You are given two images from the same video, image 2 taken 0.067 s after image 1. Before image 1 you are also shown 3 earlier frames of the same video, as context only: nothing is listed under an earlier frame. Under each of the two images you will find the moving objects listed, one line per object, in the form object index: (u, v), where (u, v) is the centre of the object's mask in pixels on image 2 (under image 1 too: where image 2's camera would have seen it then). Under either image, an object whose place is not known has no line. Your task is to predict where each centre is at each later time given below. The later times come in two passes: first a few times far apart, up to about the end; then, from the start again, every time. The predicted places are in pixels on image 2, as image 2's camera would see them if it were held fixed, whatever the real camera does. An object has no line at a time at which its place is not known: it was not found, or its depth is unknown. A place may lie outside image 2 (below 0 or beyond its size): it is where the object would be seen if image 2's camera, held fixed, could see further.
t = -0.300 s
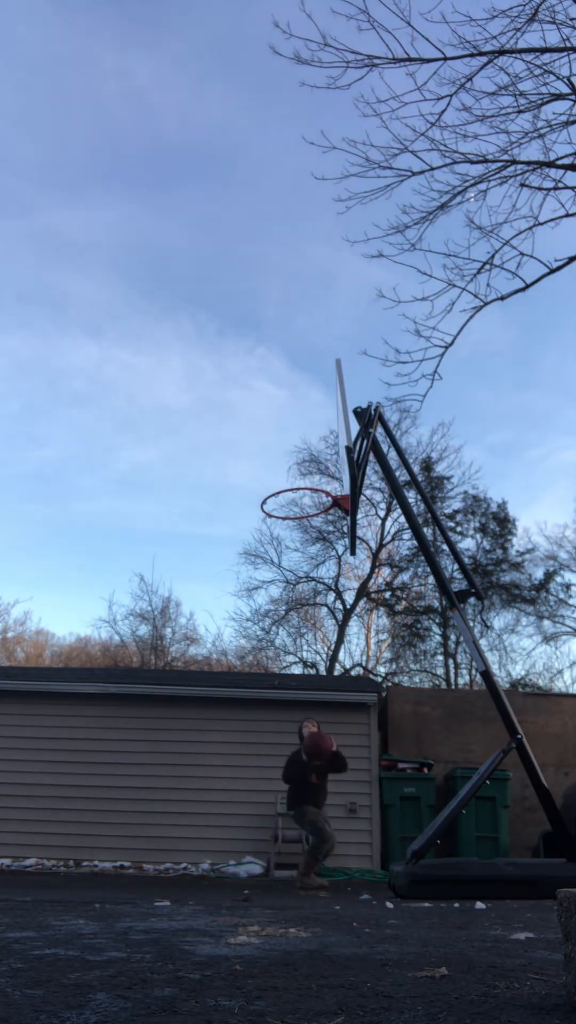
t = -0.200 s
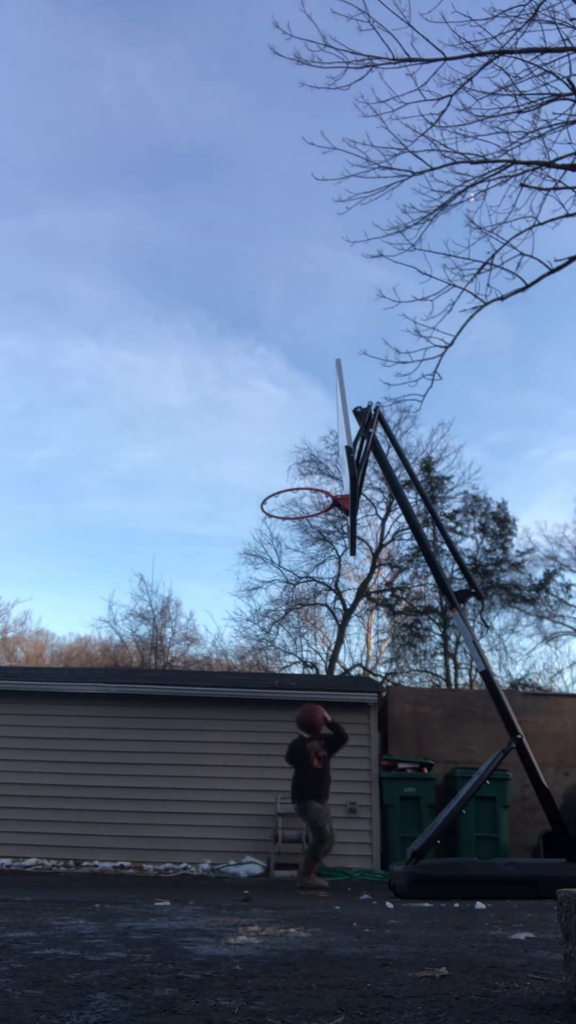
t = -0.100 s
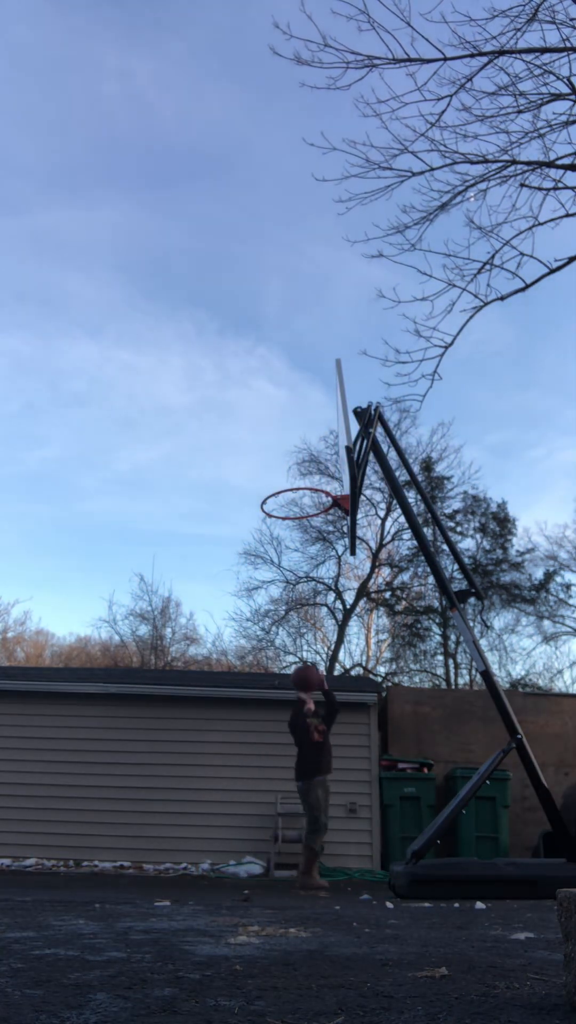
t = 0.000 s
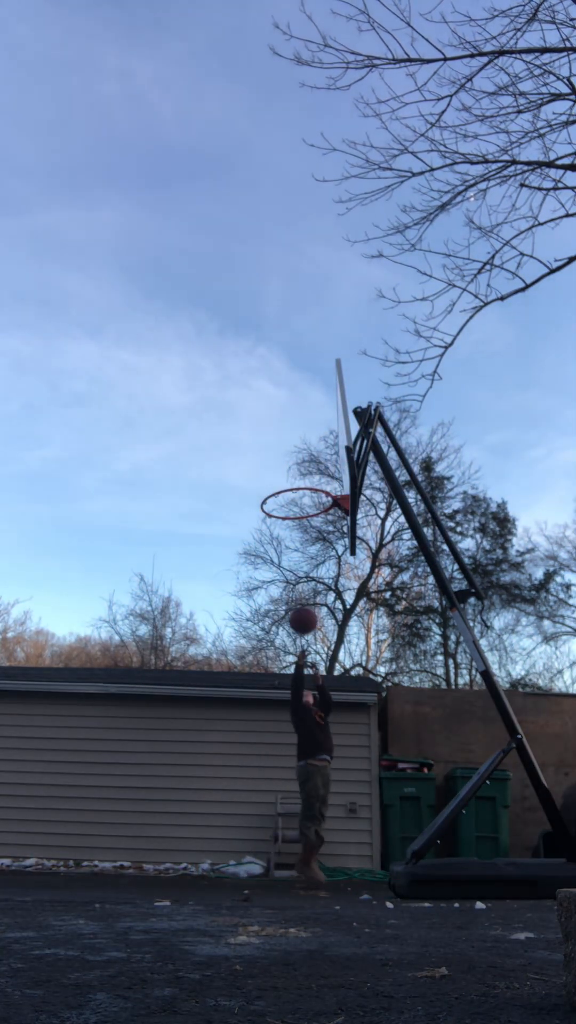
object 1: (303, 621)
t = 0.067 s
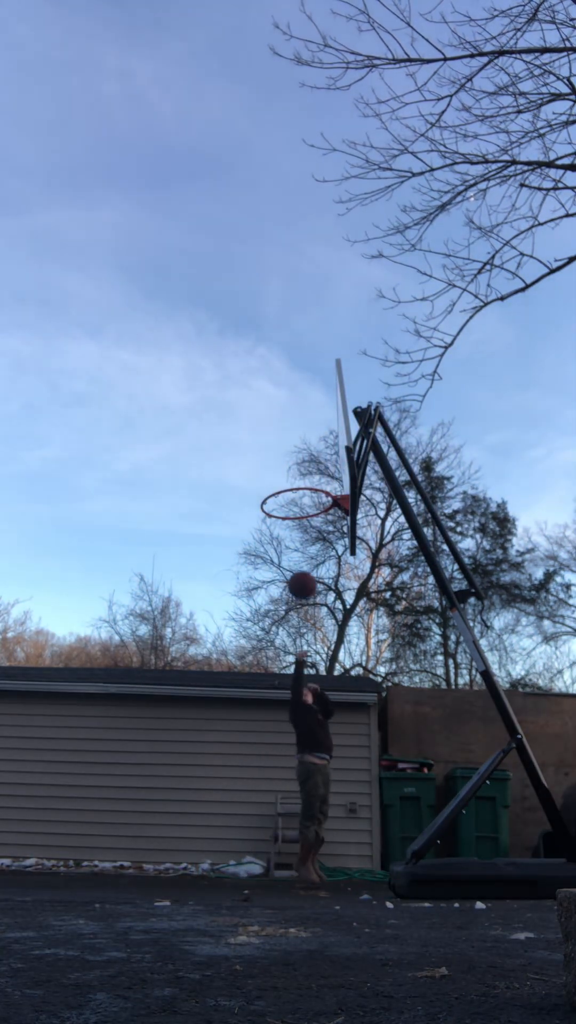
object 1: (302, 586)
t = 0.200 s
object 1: (300, 529)
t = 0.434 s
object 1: (295, 474)
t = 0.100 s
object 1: (301, 569)
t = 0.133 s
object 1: (301, 555)
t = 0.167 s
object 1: (300, 541)
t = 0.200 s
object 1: (300, 529)
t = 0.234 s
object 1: (299, 518)
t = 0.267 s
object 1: (298, 506)
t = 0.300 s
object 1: (298, 498)
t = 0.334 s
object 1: (297, 491)
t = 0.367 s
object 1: (296, 484)
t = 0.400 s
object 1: (296, 478)
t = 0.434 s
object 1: (295, 474)
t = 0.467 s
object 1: (294, 471)
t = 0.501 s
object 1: (293, 469)
